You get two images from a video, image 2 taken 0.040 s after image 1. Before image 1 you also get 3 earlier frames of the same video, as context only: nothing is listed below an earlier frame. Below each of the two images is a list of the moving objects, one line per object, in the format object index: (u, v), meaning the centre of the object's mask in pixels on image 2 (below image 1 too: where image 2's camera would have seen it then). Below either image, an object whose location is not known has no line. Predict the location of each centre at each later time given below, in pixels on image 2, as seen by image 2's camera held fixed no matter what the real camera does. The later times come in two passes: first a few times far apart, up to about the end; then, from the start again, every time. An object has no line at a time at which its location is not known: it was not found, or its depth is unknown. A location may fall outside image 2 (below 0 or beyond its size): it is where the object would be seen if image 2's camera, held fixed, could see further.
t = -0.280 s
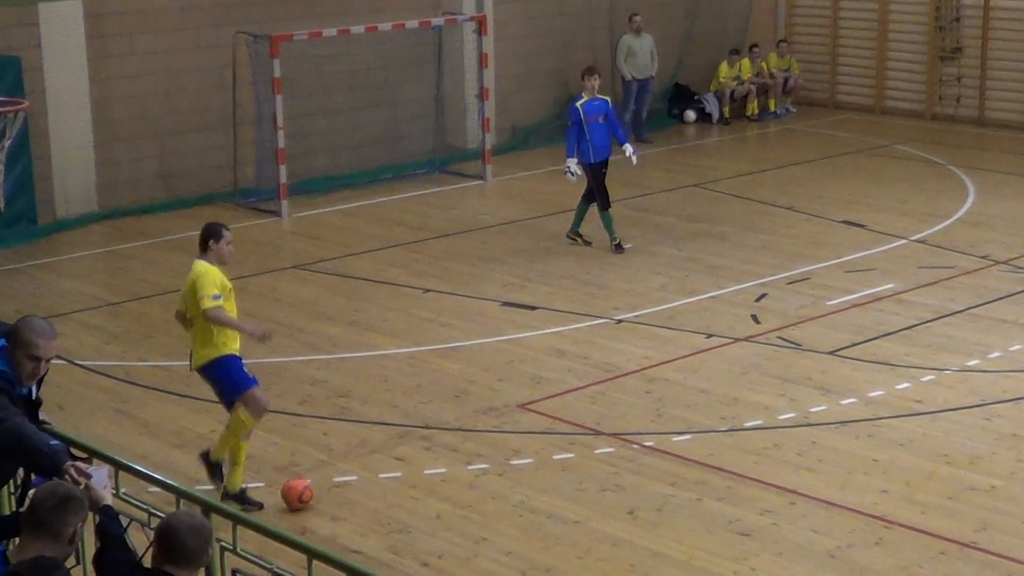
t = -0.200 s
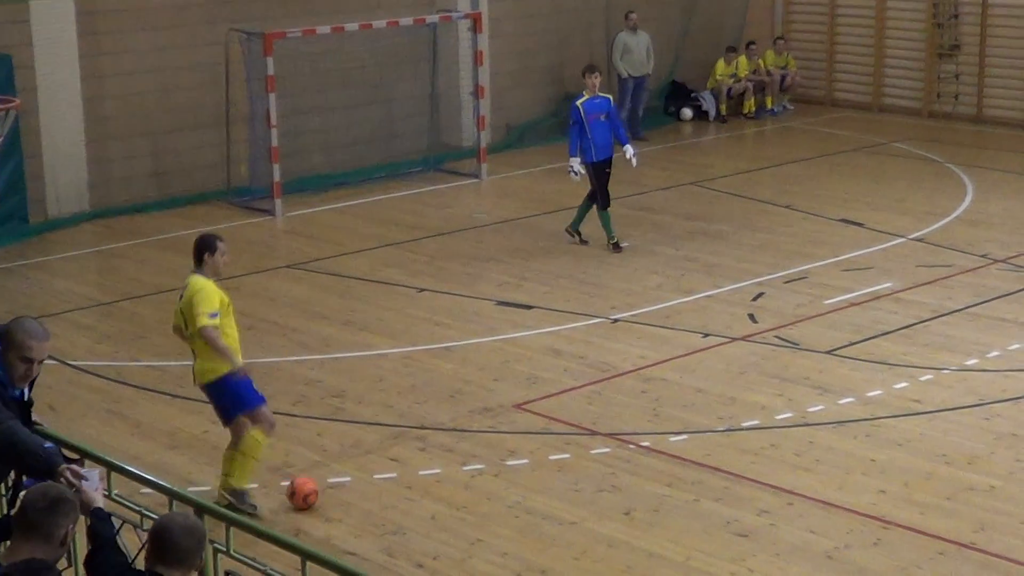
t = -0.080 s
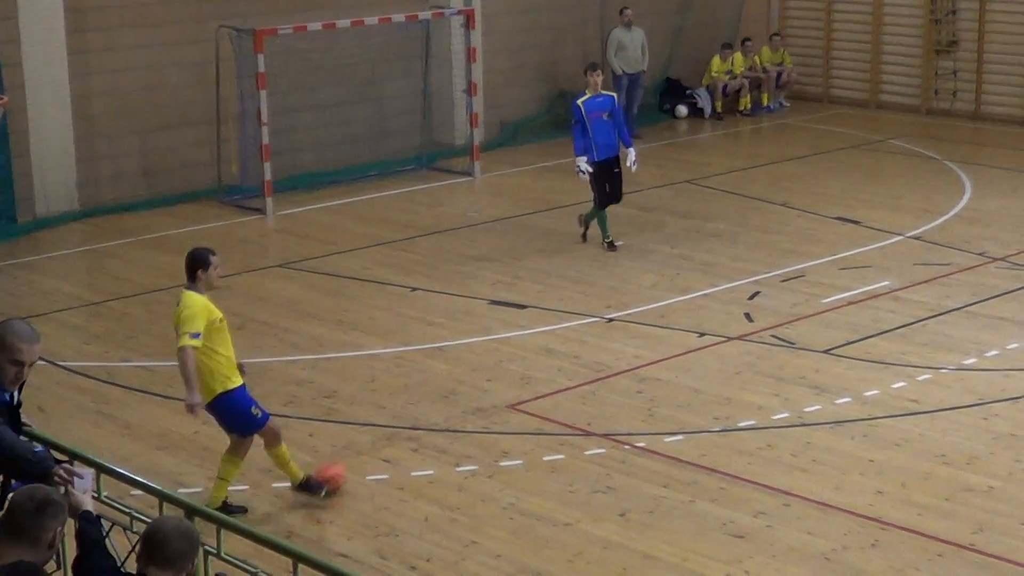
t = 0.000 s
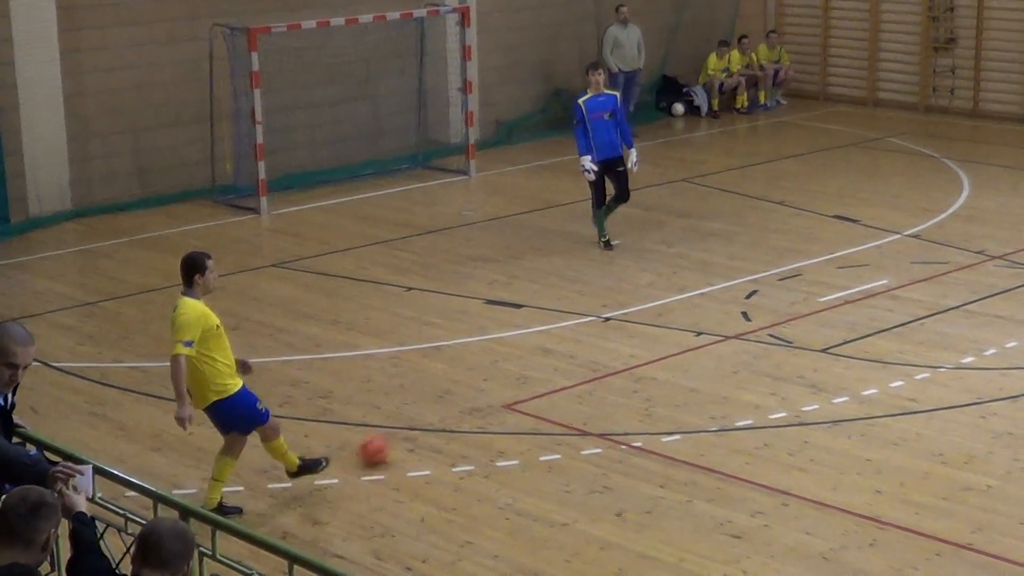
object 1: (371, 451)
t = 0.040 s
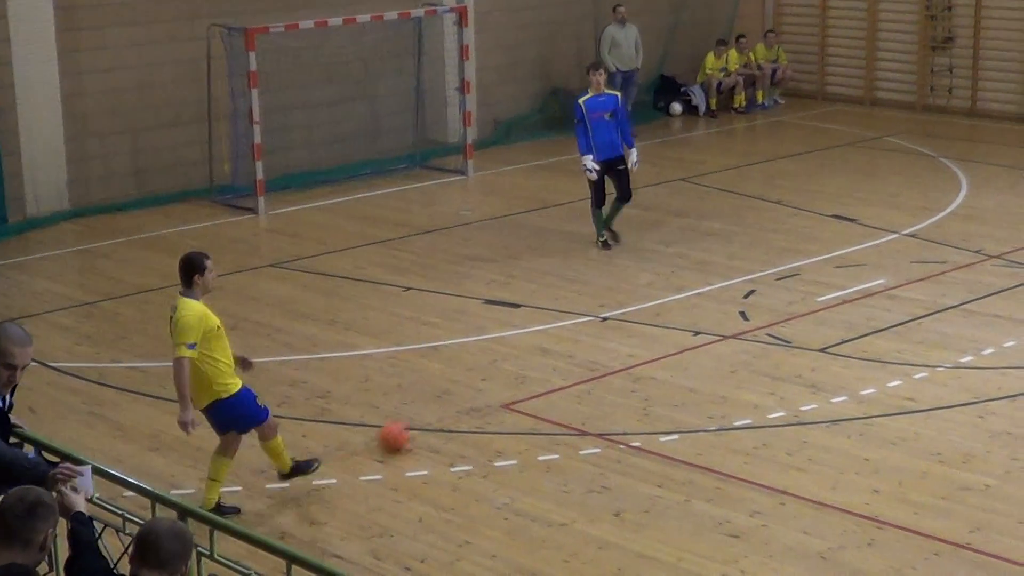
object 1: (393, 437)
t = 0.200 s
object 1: (469, 394)
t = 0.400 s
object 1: (540, 351)
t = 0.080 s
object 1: (414, 426)
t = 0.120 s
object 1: (433, 415)
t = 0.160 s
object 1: (452, 404)
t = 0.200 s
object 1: (469, 394)
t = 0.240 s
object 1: (484, 384)
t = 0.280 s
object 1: (500, 375)
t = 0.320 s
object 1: (514, 366)
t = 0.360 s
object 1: (528, 359)
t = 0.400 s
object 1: (540, 351)
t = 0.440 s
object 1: (552, 344)
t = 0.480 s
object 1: (564, 337)
